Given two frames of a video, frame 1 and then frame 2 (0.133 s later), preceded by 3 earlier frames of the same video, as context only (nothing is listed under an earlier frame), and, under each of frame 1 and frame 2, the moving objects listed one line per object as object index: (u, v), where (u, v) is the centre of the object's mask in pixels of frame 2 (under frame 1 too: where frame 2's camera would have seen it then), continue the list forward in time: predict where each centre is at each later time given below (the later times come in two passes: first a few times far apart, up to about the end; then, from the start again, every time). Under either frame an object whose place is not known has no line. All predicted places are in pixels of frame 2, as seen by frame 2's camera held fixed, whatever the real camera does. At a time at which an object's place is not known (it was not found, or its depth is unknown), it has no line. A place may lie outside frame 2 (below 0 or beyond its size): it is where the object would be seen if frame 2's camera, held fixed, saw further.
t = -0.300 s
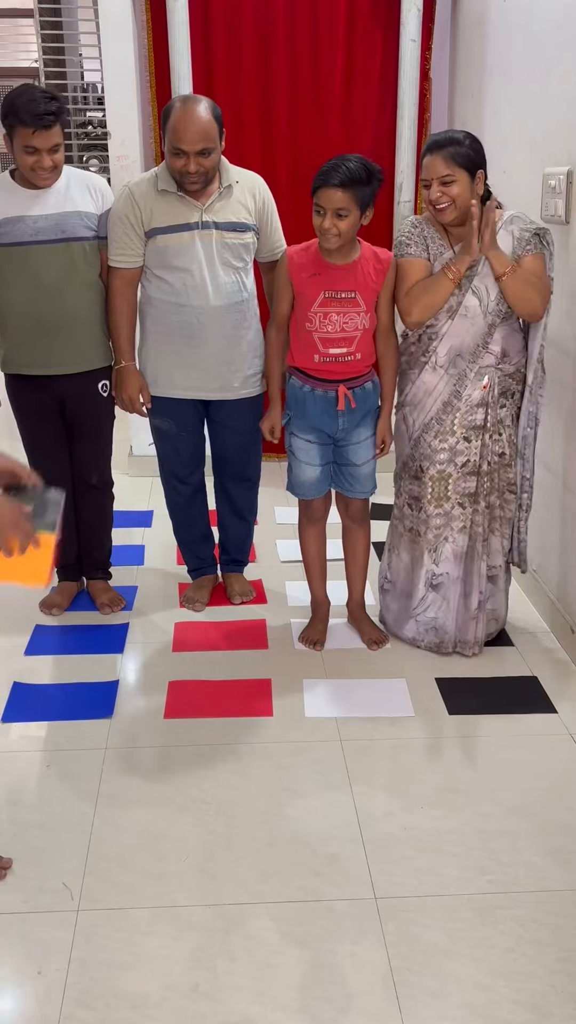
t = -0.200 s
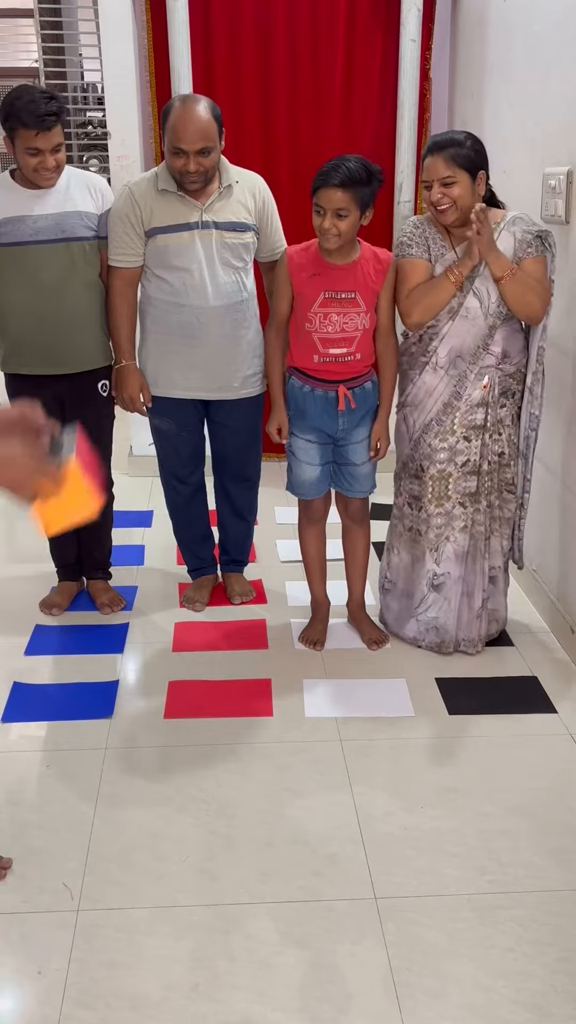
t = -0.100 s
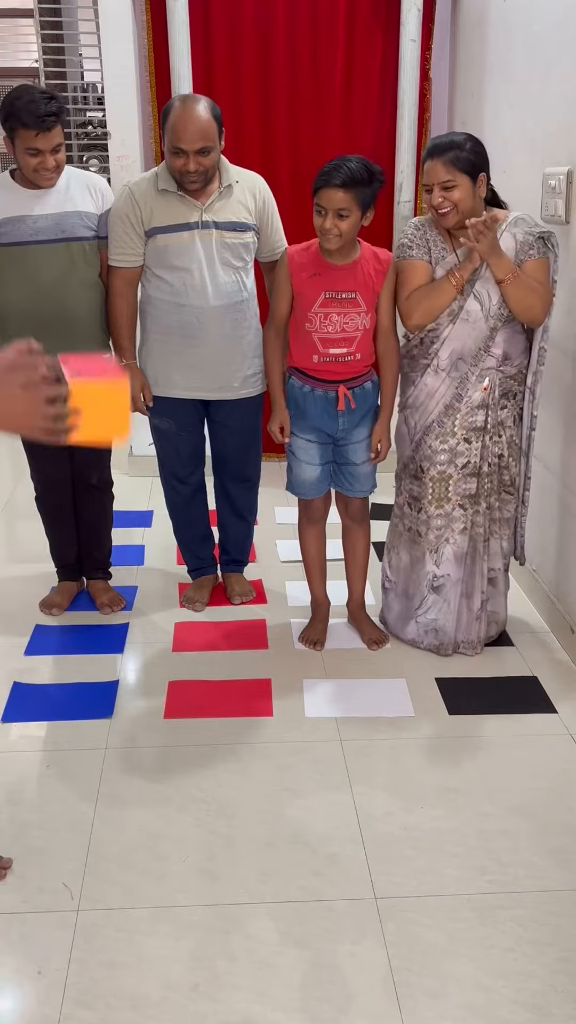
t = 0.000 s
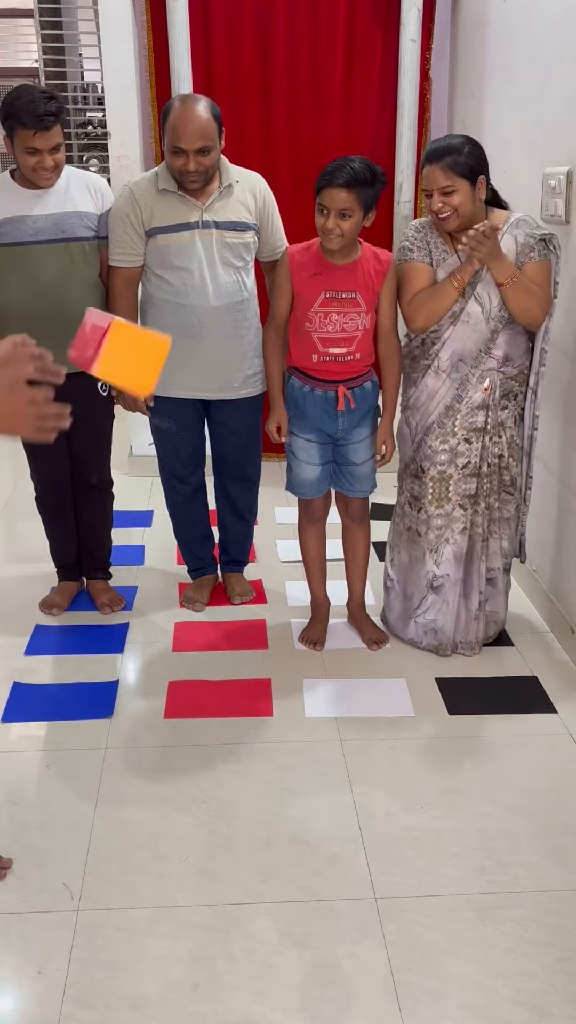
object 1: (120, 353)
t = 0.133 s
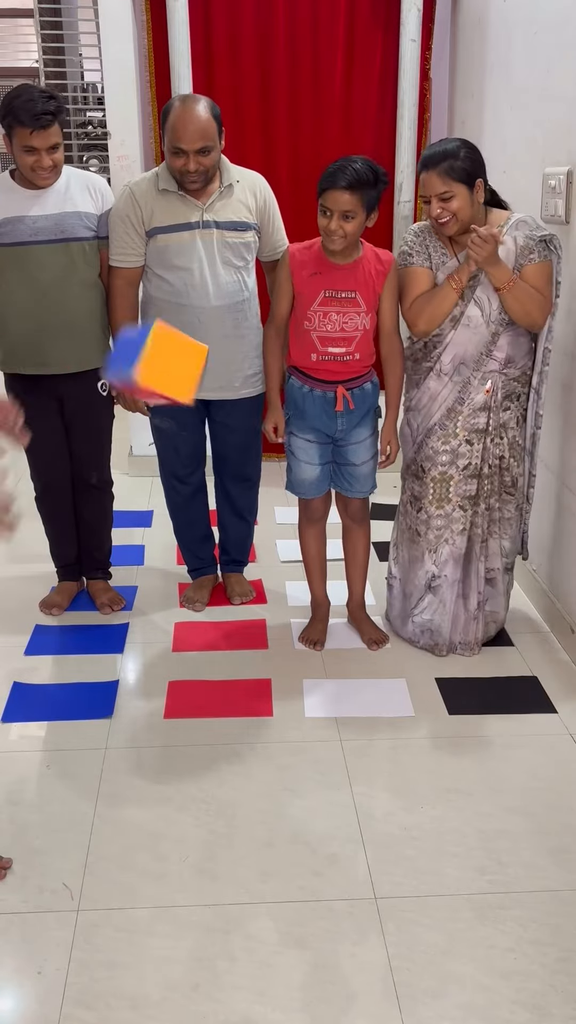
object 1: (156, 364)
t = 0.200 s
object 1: (175, 405)
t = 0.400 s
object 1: (235, 624)
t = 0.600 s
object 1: (273, 785)
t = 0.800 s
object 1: (297, 820)
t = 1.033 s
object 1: (295, 848)
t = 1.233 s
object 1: (295, 849)
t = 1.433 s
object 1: (295, 849)
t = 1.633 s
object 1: (295, 849)
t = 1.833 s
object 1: (295, 849)
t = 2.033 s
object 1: (295, 849)
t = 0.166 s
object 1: (166, 381)
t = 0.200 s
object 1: (175, 405)
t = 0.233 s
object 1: (186, 432)
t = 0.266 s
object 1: (196, 461)
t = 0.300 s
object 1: (205, 496)
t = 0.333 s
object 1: (215, 538)
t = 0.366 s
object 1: (225, 578)
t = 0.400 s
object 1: (235, 624)
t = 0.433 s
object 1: (241, 675)
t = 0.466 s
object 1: (250, 723)
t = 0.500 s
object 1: (260, 775)
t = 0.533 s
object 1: (264, 792)
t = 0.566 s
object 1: (269, 786)
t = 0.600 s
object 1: (273, 785)
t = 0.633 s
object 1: (278, 787)
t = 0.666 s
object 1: (283, 794)
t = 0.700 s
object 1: (288, 805)
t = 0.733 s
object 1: (291, 812)
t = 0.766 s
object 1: (294, 816)
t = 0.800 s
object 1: (297, 820)
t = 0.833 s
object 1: (299, 826)
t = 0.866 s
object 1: (301, 835)
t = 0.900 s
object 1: (301, 841)
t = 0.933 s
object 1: (299, 841)
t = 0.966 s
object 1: (297, 844)
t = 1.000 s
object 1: (296, 847)
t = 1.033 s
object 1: (295, 848)
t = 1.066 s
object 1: (295, 849)
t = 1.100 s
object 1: (295, 849)
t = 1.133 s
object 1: (295, 849)
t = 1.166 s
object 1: (295, 849)
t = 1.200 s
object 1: (295, 849)
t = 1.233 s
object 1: (295, 849)
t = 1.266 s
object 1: (295, 849)
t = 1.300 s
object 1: (295, 849)
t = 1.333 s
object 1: (295, 849)
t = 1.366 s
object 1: (295, 849)
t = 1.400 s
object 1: (295, 849)
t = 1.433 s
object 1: (295, 849)
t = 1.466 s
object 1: (295, 849)
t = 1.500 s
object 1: (295, 849)
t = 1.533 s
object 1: (295, 849)
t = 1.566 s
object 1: (295, 849)
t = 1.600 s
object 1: (295, 849)
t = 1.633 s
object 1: (295, 849)
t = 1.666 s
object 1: (295, 849)
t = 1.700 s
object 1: (295, 849)
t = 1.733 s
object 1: (295, 849)
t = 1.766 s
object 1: (295, 849)
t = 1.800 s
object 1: (295, 849)
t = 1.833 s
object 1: (295, 849)
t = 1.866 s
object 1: (295, 849)
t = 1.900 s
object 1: (295, 849)
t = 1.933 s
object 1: (295, 849)
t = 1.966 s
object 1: (295, 849)
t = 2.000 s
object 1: (295, 849)
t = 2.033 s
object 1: (295, 849)
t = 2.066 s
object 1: (295, 849)
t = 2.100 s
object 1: (295, 849)
